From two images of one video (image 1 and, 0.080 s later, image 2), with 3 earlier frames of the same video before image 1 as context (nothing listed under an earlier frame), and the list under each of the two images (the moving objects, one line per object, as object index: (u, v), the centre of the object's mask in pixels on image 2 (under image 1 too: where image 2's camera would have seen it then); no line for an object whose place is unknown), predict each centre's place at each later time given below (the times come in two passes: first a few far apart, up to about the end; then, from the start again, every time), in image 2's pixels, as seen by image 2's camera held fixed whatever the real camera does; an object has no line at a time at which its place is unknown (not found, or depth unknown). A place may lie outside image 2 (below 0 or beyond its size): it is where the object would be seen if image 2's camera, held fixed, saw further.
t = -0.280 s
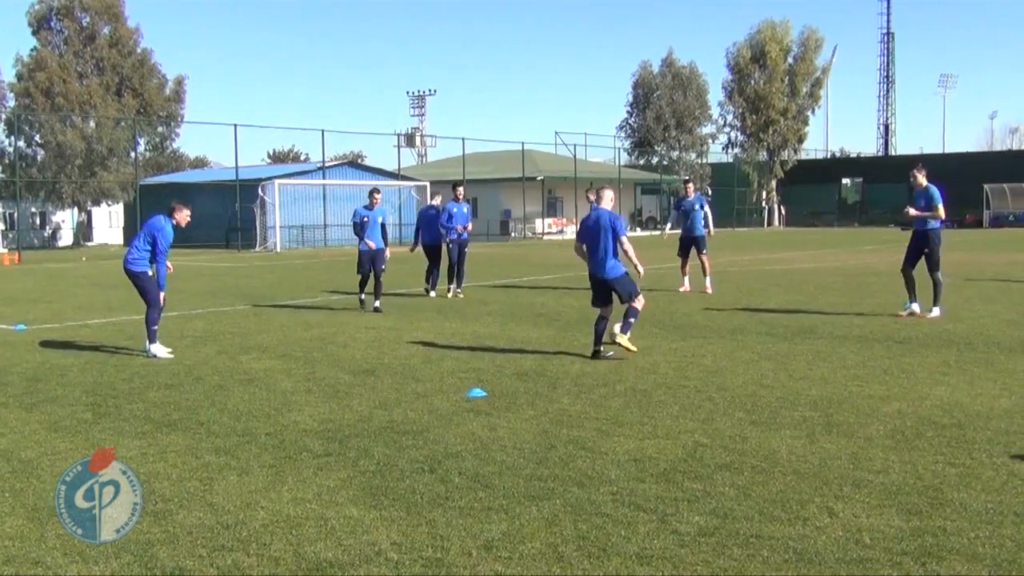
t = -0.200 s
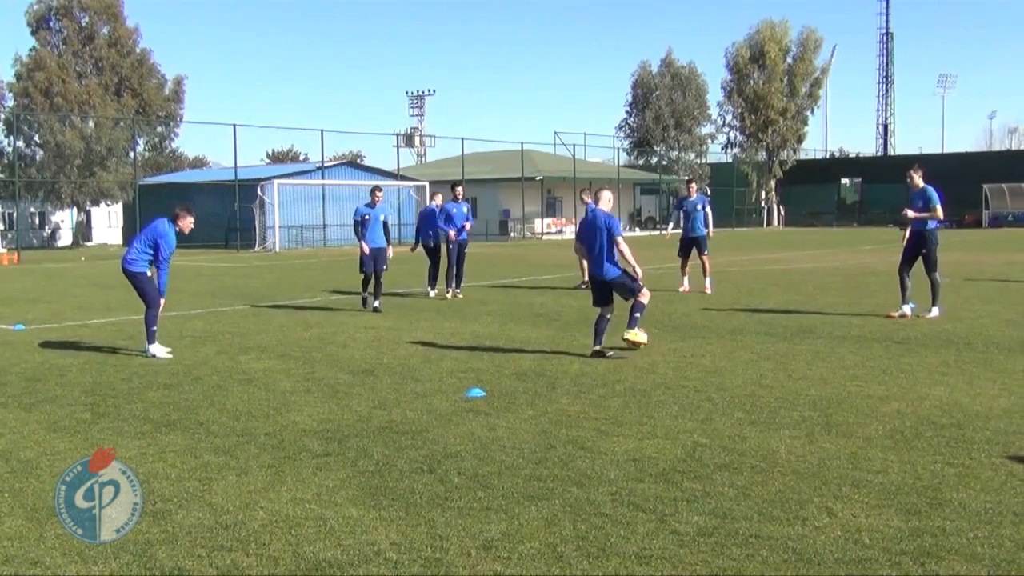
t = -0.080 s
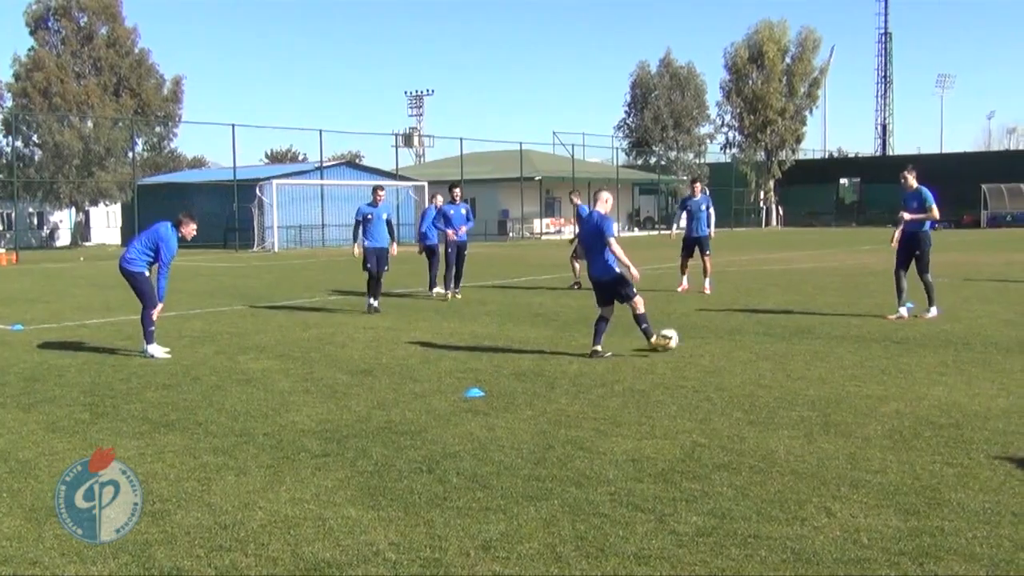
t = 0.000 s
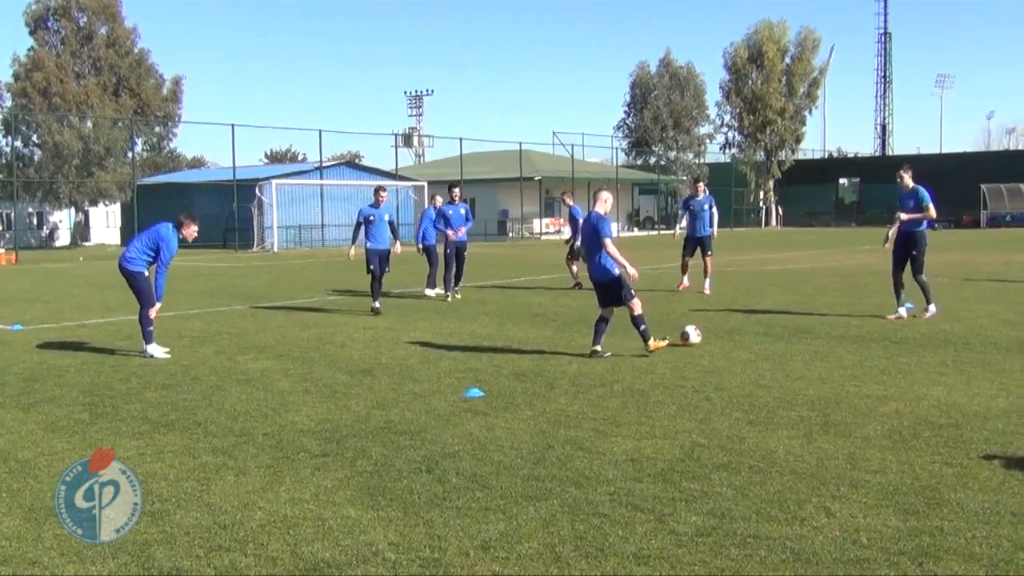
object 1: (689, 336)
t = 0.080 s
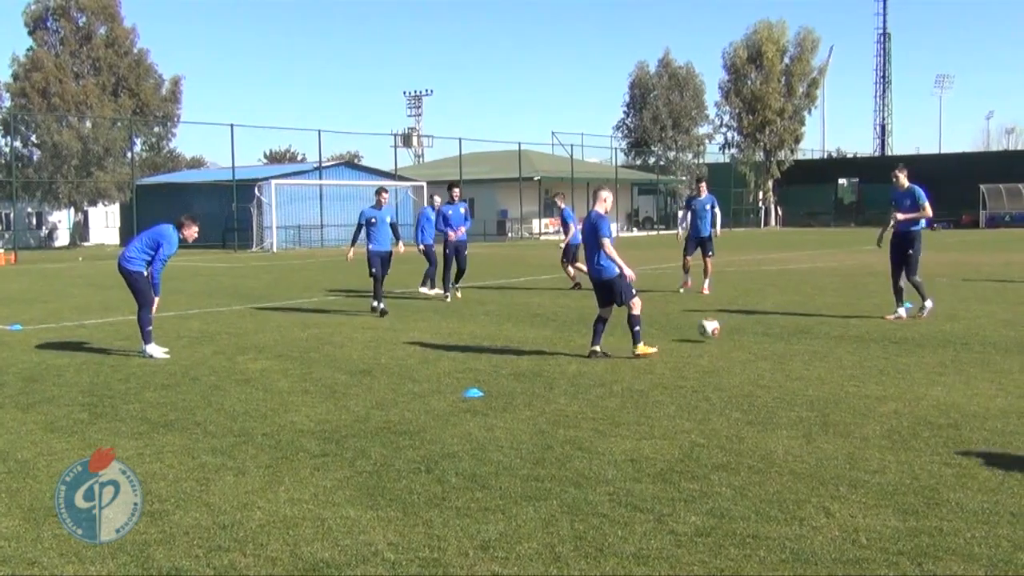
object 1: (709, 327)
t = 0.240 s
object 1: (743, 325)
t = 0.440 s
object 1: (777, 319)
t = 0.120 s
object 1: (717, 326)
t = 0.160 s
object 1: (726, 326)
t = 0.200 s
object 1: (735, 326)
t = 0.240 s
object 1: (743, 325)
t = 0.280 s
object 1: (750, 323)
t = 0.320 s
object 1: (757, 322)
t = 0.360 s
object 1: (763, 322)
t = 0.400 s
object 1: (771, 320)
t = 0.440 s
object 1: (777, 319)
